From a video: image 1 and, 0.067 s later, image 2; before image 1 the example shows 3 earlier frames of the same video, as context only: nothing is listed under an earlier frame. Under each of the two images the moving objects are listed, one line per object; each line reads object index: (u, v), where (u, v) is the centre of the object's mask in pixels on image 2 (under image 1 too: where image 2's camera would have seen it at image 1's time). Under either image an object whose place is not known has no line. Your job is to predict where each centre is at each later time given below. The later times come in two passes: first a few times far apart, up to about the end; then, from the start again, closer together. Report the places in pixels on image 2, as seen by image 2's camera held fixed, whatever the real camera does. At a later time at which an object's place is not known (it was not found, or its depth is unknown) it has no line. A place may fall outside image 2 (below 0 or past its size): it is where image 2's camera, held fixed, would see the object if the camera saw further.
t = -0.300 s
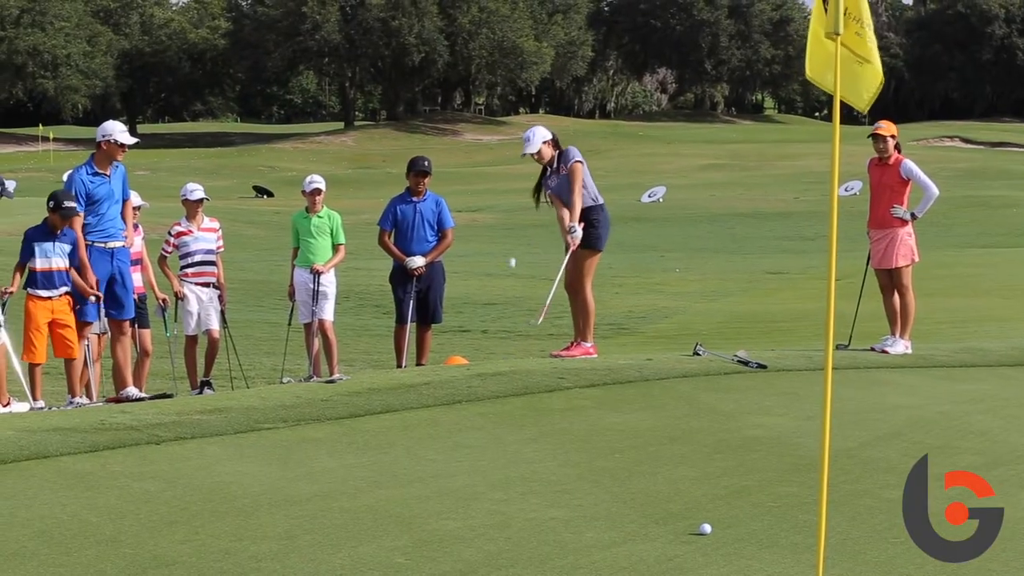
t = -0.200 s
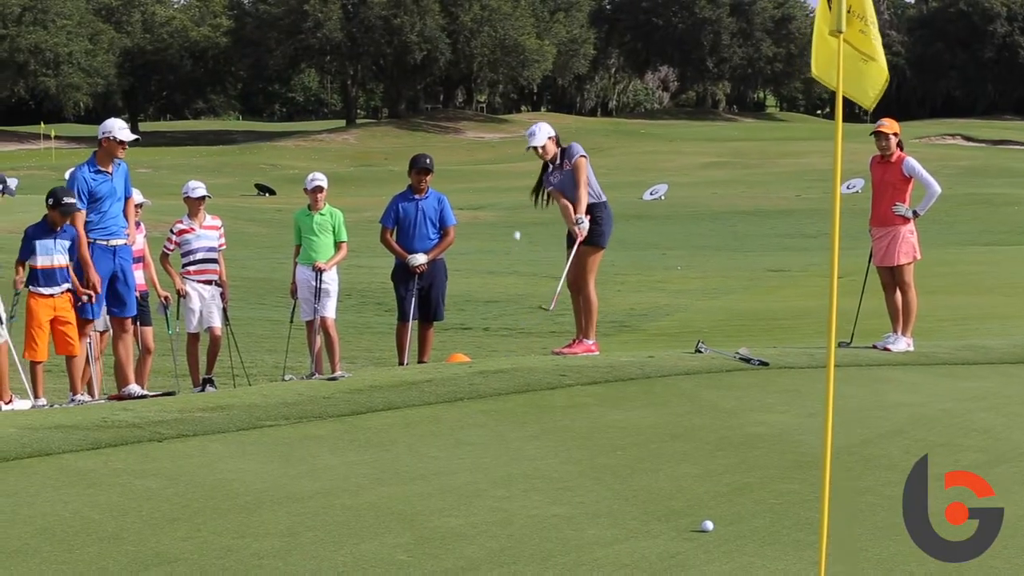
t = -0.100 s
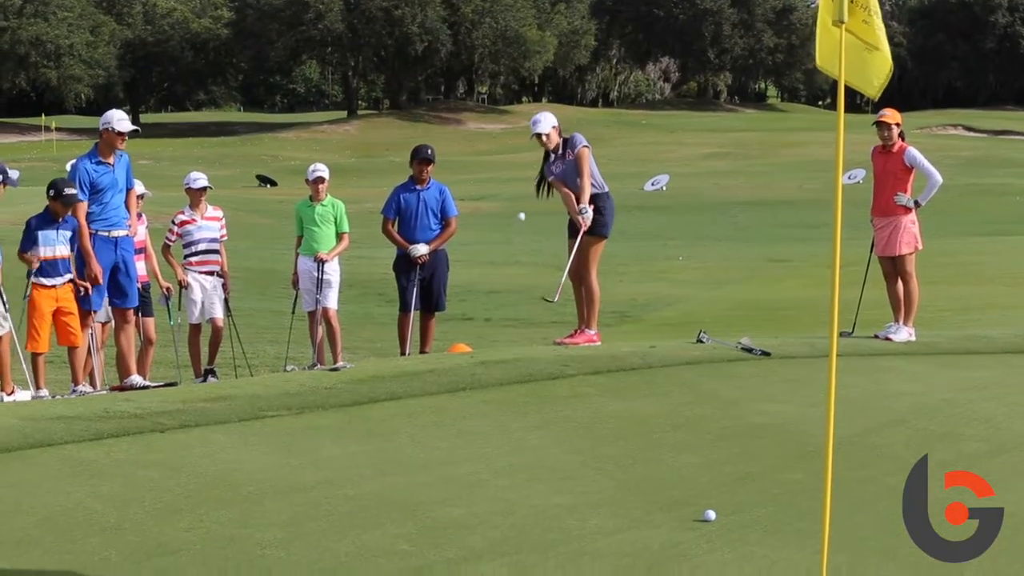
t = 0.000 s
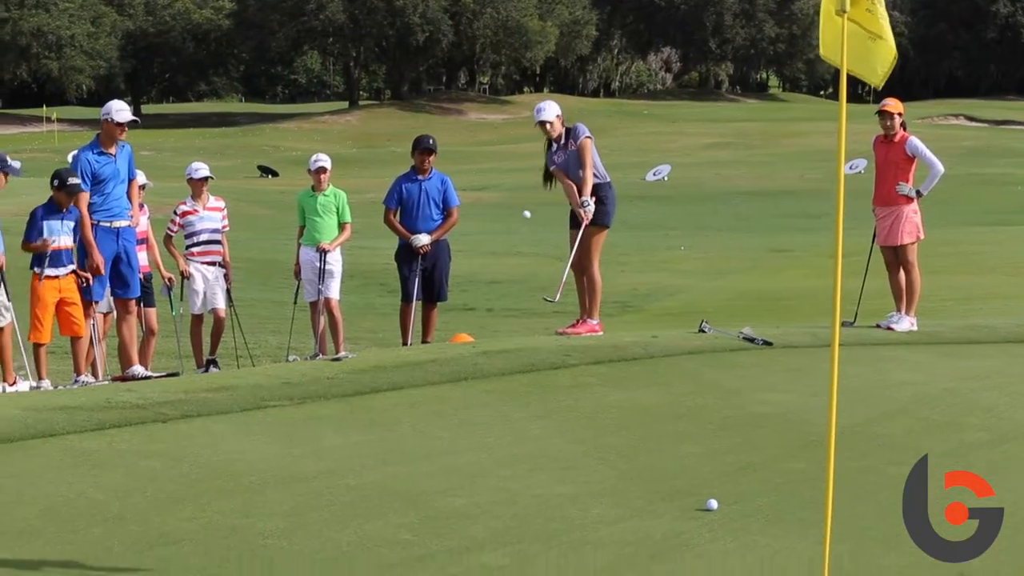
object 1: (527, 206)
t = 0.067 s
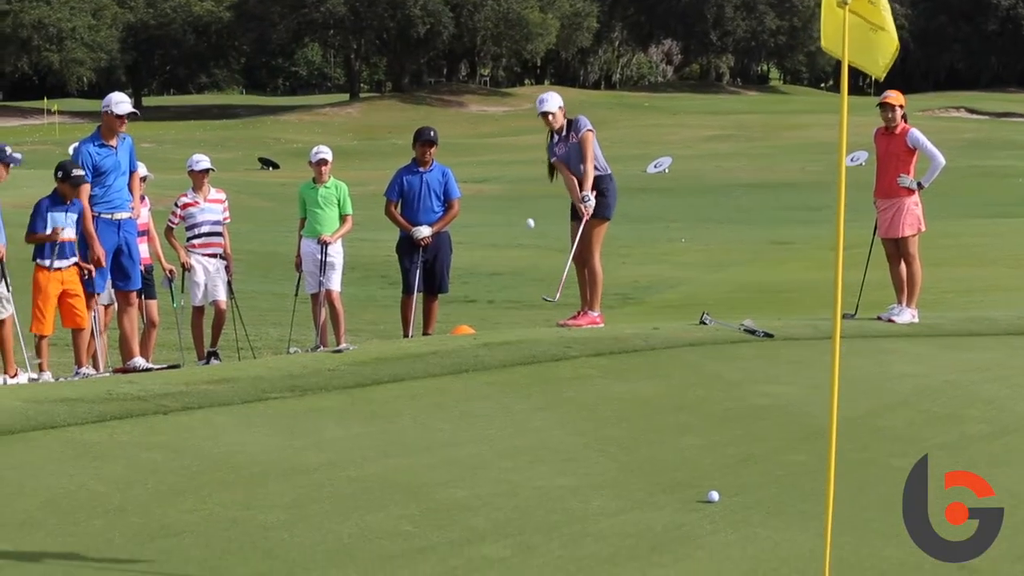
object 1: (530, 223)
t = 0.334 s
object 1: (544, 409)
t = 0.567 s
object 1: (572, 430)
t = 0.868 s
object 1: (614, 499)
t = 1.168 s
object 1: (654, 533)
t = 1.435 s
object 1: (690, 553)
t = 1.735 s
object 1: (732, 573)
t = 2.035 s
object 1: (770, 589)
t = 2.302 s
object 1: (803, 601)
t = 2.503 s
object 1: (828, 608)
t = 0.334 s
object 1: (544, 409)
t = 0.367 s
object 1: (547, 449)
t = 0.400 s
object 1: (550, 452)
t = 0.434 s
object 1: (554, 443)
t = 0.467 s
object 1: (558, 436)
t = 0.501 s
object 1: (563, 431)
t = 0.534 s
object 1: (567, 429)
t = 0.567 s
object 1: (572, 430)
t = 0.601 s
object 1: (576, 434)
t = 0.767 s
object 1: (602, 497)
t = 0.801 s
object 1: (606, 502)
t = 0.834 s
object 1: (610, 499)
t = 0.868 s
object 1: (614, 499)
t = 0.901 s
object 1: (618, 502)
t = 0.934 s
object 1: (622, 508)
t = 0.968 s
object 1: (626, 517)
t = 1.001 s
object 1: (631, 518)
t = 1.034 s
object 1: (636, 520)
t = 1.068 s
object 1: (640, 525)
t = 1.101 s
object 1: (645, 528)
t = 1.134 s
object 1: (649, 531)
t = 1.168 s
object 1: (654, 533)
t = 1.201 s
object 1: (658, 536)
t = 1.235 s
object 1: (663, 539)
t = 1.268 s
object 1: (667, 541)
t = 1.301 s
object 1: (672, 544)
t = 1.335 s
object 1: (677, 546)
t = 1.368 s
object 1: (681, 548)
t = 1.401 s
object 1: (686, 551)
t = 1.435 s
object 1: (690, 553)
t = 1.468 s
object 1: (695, 555)
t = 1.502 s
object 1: (700, 557)
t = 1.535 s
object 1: (704, 560)
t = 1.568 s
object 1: (709, 562)
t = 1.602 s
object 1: (713, 564)
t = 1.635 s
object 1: (718, 566)
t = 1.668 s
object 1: (722, 568)
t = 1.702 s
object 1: (727, 570)
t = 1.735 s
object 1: (732, 573)
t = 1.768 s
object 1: (736, 574)
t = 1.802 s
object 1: (741, 576)
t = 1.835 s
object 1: (745, 578)
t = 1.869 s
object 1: (749, 580)
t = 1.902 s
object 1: (754, 582)
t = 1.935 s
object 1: (758, 584)
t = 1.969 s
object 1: (762, 585)
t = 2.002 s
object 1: (766, 587)
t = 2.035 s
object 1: (770, 589)
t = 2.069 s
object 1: (775, 591)
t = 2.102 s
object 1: (779, 592)
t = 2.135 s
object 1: (783, 594)
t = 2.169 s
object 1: (787, 595)
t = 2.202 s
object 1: (792, 597)
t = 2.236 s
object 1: (796, 598)
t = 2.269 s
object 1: (799, 600)
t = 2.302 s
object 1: (803, 601)
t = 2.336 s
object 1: (807, 603)
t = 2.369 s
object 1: (811, 604)
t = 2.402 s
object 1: (815, 605)
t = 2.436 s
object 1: (818, 606)
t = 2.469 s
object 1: (823, 607)
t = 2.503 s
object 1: (828, 608)
